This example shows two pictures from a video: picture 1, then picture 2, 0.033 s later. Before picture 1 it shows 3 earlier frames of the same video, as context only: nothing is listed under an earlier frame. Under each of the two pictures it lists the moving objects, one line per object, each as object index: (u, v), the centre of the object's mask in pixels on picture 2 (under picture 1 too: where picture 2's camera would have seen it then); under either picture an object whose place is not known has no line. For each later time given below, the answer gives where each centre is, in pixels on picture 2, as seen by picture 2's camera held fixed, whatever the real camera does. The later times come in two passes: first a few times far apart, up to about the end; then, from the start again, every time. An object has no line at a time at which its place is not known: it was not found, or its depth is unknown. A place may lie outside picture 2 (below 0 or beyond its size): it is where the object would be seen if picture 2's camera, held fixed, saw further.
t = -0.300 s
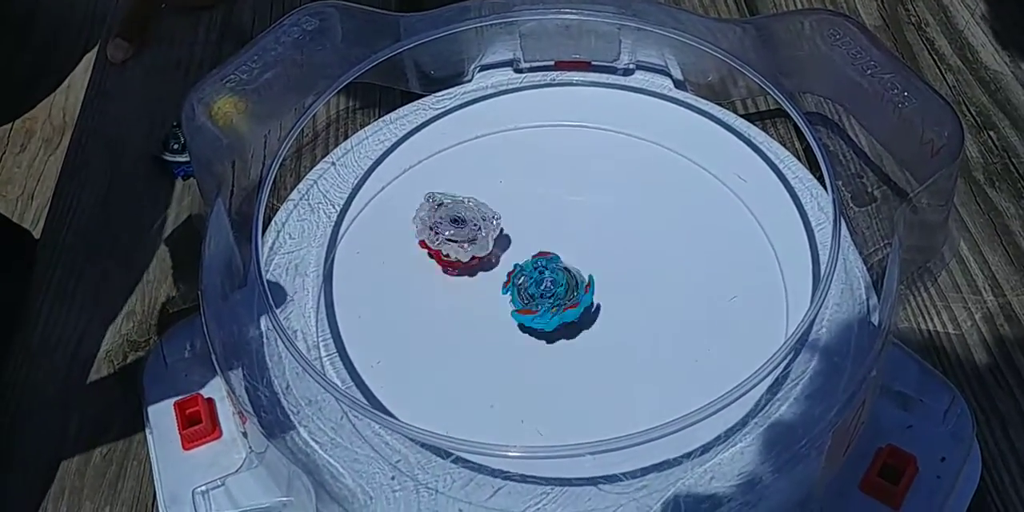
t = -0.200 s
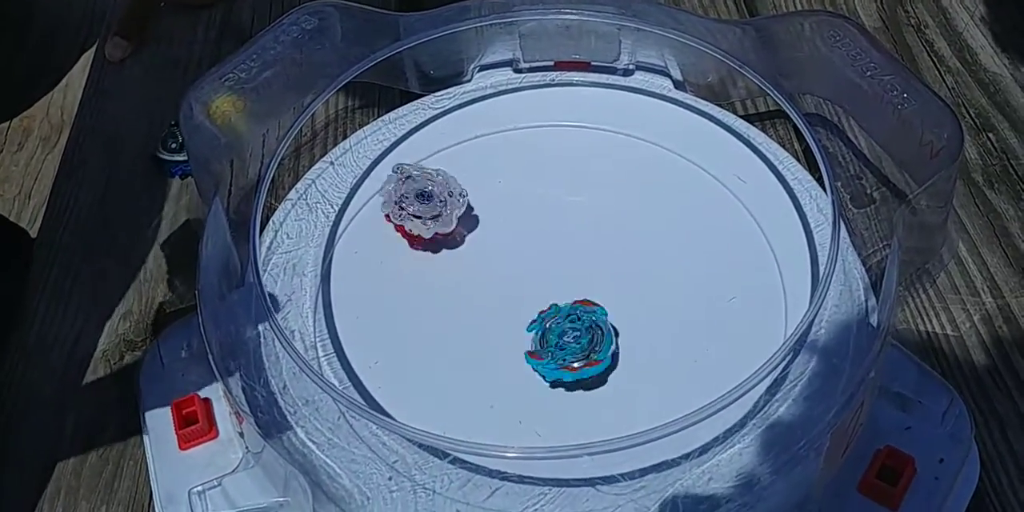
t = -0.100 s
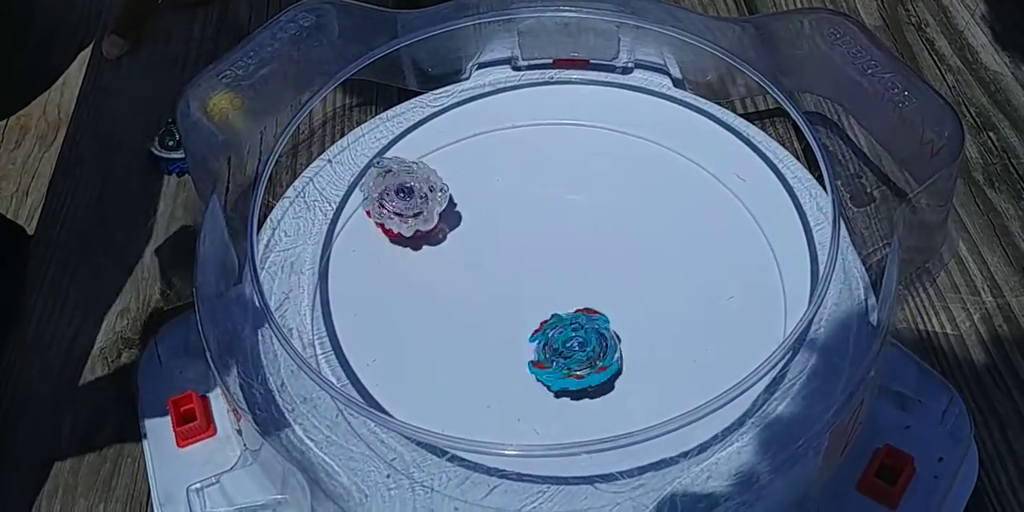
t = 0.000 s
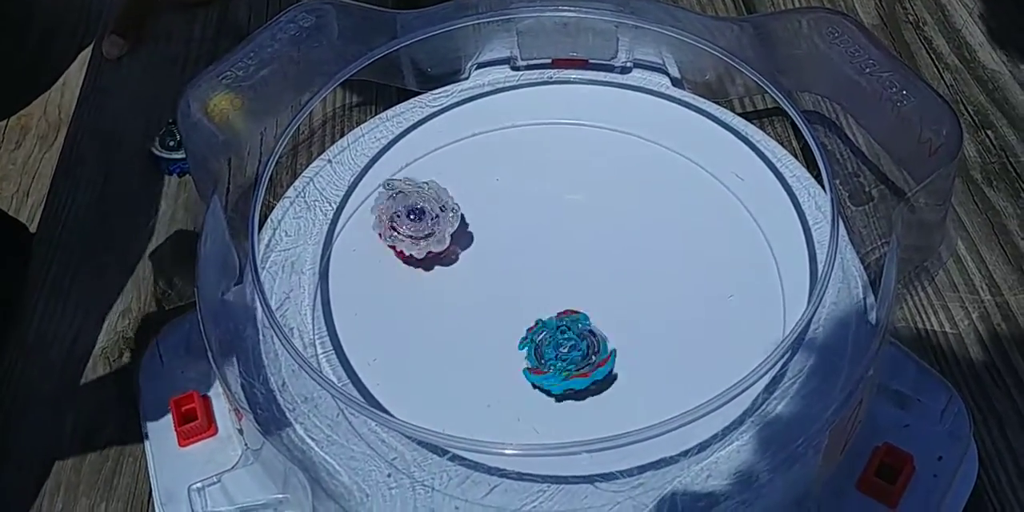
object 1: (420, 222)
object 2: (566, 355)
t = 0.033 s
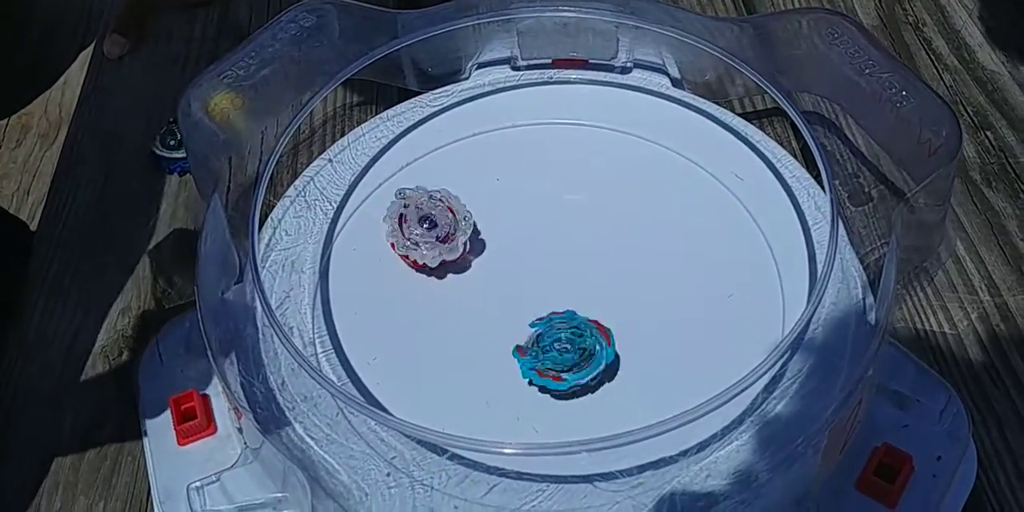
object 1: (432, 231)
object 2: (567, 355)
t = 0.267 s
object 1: (562, 262)
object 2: (539, 338)
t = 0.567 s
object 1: (668, 252)
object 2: (519, 296)
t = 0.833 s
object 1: (607, 287)
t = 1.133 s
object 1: (631, 366)
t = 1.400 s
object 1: (567, 333)
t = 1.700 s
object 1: (466, 309)
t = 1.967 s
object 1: (458, 295)
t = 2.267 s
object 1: (477, 269)
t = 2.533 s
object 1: (529, 263)
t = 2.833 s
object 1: (583, 249)
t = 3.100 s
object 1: (592, 263)
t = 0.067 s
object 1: (448, 240)
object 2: (562, 353)
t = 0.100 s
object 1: (466, 247)
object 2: (560, 355)
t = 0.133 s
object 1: (485, 254)
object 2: (556, 352)
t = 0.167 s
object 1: (505, 258)
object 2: (553, 351)
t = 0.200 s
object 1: (524, 261)
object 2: (549, 349)
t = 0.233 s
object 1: (543, 262)
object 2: (543, 346)
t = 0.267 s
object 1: (562, 262)
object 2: (539, 338)
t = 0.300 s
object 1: (578, 262)
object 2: (536, 335)
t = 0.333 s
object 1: (594, 264)
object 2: (534, 333)
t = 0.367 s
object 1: (609, 264)
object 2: (529, 326)
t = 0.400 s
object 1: (624, 263)
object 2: (530, 324)
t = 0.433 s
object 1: (637, 262)
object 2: (527, 320)
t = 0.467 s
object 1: (649, 260)
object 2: (522, 312)
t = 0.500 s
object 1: (658, 258)
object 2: (518, 307)
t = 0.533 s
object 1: (665, 255)
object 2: (519, 302)
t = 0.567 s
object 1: (668, 252)
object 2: (519, 296)
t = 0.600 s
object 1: (665, 250)
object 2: (518, 291)
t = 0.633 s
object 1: (659, 249)
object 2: (516, 287)
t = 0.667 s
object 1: (650, 251)
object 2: (514, 280)
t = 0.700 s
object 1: (642, 255)
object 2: (516, 274)
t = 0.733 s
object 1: (631, 261)
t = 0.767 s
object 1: (619, 267)
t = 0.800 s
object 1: (605, 274)
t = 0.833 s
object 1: (607, 287)
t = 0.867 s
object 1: (613, 300)
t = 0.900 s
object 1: (617, 312)
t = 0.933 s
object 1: (621, 322)
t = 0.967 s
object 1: (623, 333)
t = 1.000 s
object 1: (625, 342)
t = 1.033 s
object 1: (627, 350)
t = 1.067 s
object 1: (628, 358)
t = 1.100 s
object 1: (630, 364)
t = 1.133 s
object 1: (631, 366)
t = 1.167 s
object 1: (630, 365)
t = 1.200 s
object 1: (626, 363)
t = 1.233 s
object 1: (619, 360)
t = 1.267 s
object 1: (610, 356)
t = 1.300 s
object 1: (600, 351)
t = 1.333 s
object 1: (591, 346)
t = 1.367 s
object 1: (579, 340)
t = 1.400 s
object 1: (567, 333)
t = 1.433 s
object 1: (555, 327)
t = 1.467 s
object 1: (543, 322)
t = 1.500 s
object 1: (530, 326)
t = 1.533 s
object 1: (518, 326)
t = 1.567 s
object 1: (504, 324)
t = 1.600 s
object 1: (494, 320)
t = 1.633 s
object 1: (484, 317)
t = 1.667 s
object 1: (475, 312)
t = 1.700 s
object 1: (466, 309)
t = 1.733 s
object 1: (458, 305)
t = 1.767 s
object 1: (452, 302)
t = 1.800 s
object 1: (447, 300)
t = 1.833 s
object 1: (446, 299)
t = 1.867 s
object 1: (447, 299)
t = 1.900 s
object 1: (446, 297)
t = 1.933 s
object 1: (451, 295)
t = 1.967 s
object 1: (458, 295)
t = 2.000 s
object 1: (464, 292)
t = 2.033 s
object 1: (473, 291)
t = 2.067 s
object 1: (481, 290)
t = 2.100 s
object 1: (480, 285)
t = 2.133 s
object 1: (478, 281)
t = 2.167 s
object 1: (477, 277)
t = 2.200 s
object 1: (476, 275)
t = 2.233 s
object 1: (476, 272)
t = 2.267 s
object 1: (477, 269)
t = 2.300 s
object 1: (480, 267)
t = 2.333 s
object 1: (485, 266)
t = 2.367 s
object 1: (490, 265)
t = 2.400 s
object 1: (496, 264)
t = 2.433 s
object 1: (501, 264)
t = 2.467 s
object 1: (510, 264)
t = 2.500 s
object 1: (520, 264)
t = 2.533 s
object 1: (529, 263)
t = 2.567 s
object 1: (538, 262)
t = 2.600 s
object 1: (547, 260)
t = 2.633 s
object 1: (556, 259)
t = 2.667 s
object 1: (565, 258)
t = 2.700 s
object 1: (573, 256)
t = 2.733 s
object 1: (580, 253)
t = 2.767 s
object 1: (584, 250)
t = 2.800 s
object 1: (585, 249)
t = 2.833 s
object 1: (583, 249)
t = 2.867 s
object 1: (583, 250)
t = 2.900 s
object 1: (583, 250)
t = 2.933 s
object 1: (584, 253)
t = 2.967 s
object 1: (580, 256)
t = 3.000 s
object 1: (586, 259)
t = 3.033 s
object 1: (585, 261)
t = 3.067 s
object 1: (587, 262)
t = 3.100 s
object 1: (592, 263)
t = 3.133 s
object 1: (594, 267)
